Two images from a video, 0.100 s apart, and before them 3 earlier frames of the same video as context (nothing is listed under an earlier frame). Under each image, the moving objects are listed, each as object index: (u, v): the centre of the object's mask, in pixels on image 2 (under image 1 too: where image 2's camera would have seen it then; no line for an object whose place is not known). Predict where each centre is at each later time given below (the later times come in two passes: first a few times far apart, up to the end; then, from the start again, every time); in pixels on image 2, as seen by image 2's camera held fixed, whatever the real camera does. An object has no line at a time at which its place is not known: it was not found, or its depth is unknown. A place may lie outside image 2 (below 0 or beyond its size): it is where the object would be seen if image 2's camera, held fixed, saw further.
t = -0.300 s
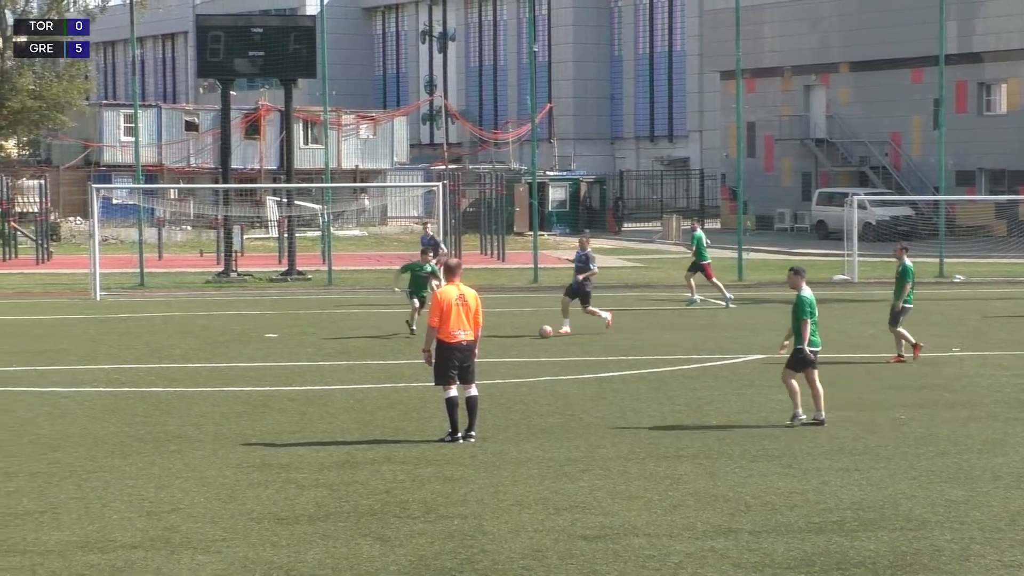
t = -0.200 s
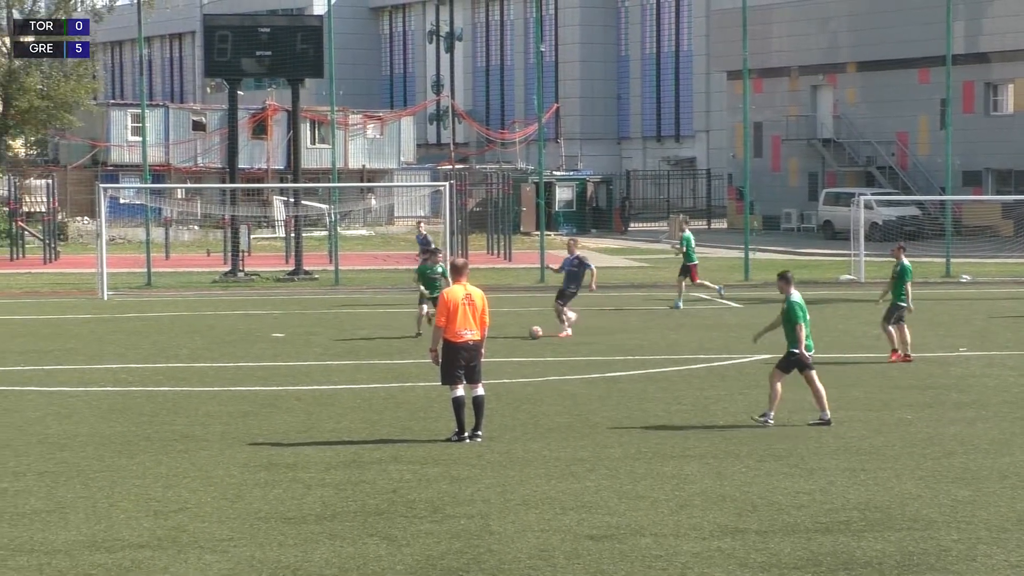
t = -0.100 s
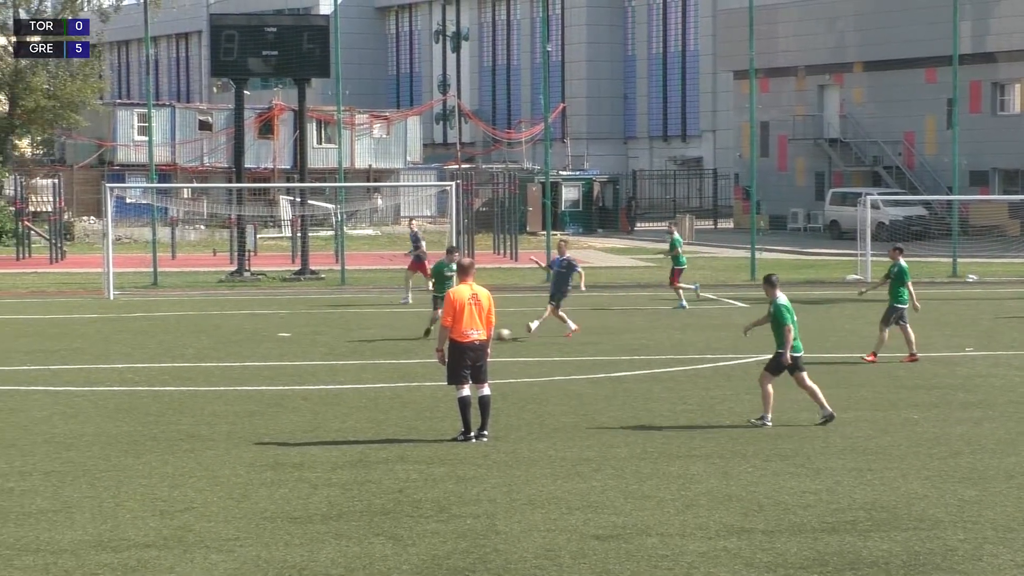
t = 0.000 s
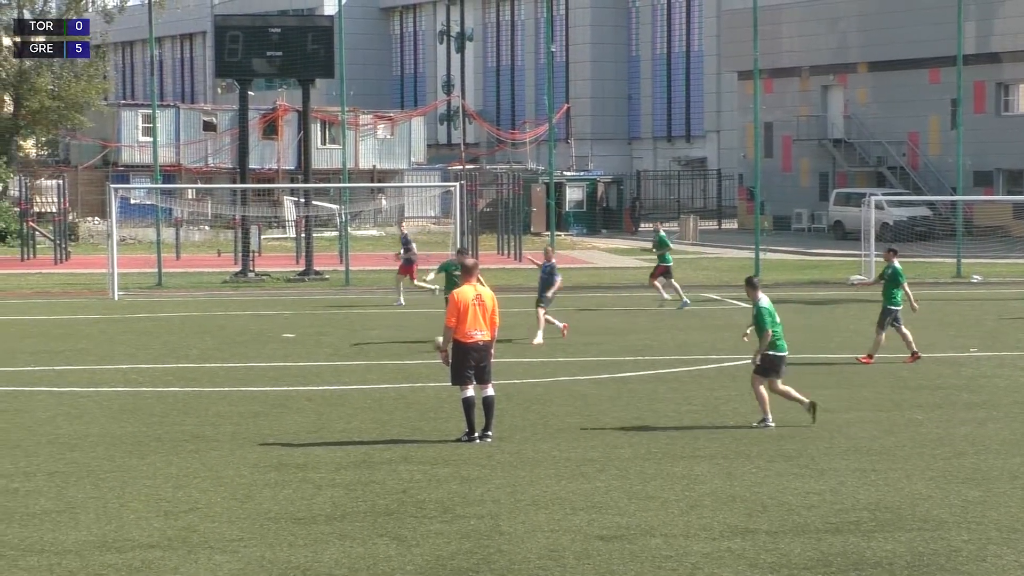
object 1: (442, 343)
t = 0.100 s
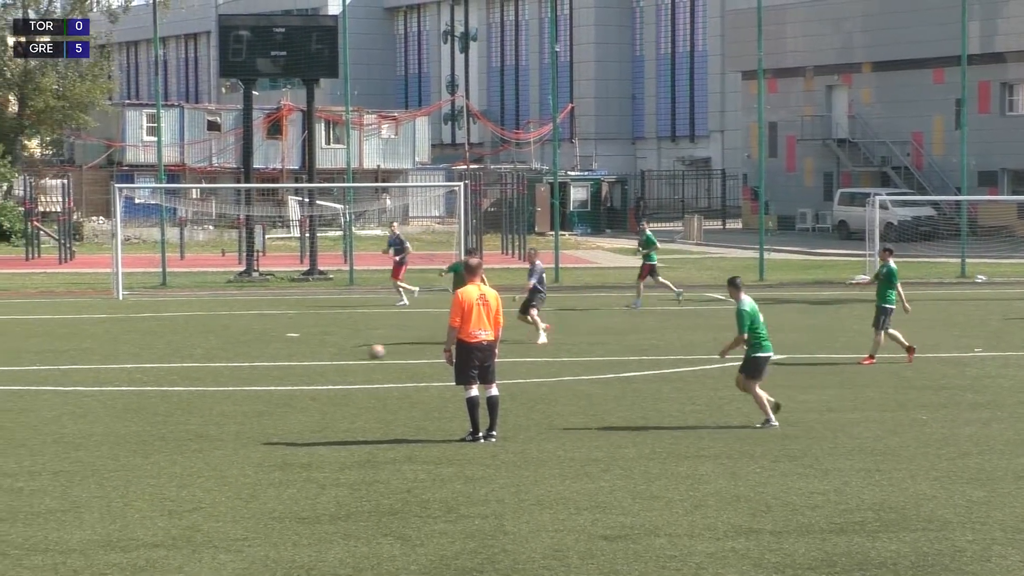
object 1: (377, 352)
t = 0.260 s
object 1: (272, 363)
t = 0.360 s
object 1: (209, 369)
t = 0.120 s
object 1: (364, 353)
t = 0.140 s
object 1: (352, 353)
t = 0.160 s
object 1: (338, 354)
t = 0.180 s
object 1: (326, 355)
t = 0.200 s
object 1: (313, 357)
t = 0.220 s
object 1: (300, 359)
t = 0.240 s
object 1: (287, 361)
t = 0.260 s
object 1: (272, 363)
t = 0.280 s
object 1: (261, 364)
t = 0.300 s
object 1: (248, 364)
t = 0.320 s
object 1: (235, 365)
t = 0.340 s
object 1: (222, 367)
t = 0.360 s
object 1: (209, 369)
